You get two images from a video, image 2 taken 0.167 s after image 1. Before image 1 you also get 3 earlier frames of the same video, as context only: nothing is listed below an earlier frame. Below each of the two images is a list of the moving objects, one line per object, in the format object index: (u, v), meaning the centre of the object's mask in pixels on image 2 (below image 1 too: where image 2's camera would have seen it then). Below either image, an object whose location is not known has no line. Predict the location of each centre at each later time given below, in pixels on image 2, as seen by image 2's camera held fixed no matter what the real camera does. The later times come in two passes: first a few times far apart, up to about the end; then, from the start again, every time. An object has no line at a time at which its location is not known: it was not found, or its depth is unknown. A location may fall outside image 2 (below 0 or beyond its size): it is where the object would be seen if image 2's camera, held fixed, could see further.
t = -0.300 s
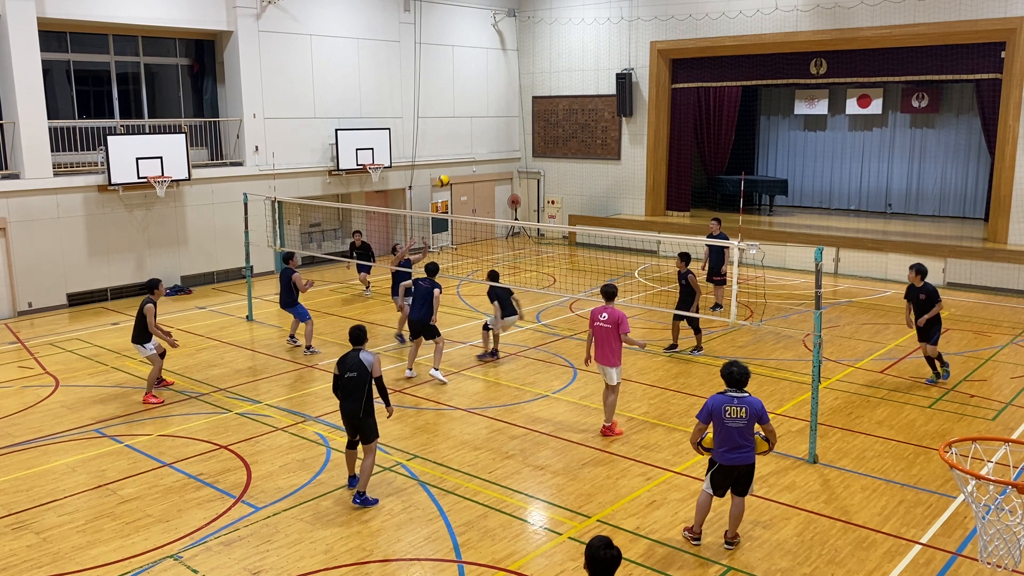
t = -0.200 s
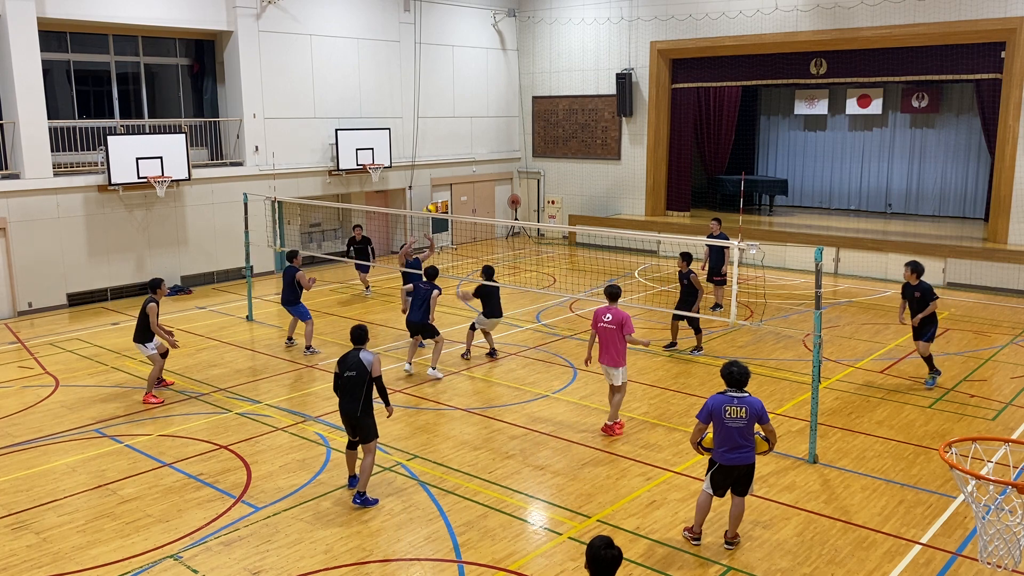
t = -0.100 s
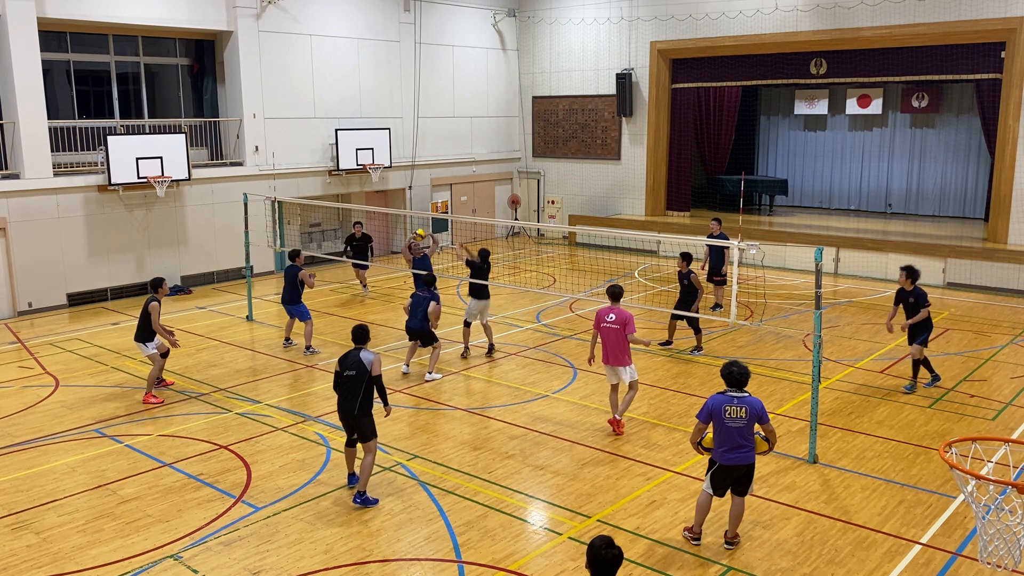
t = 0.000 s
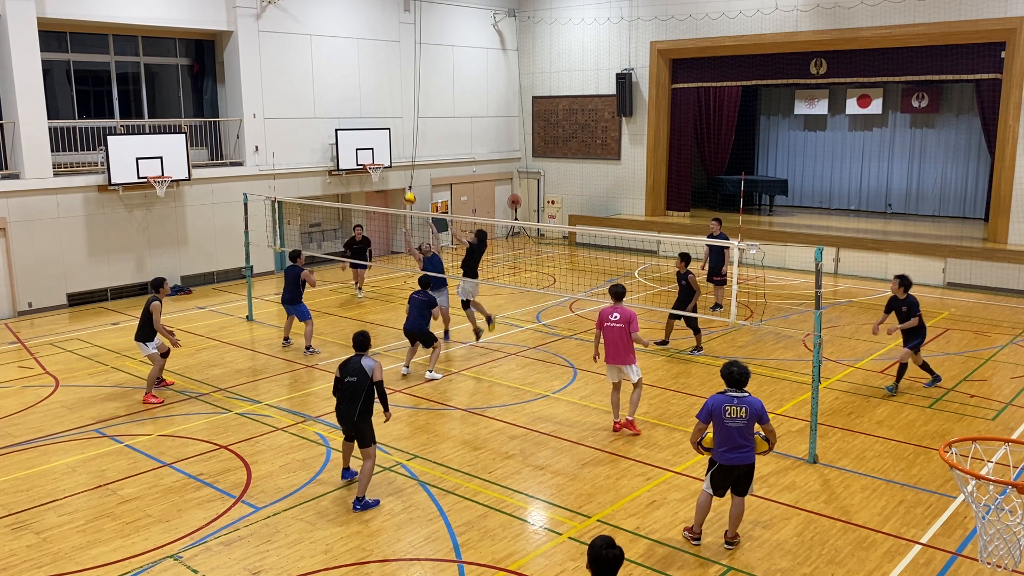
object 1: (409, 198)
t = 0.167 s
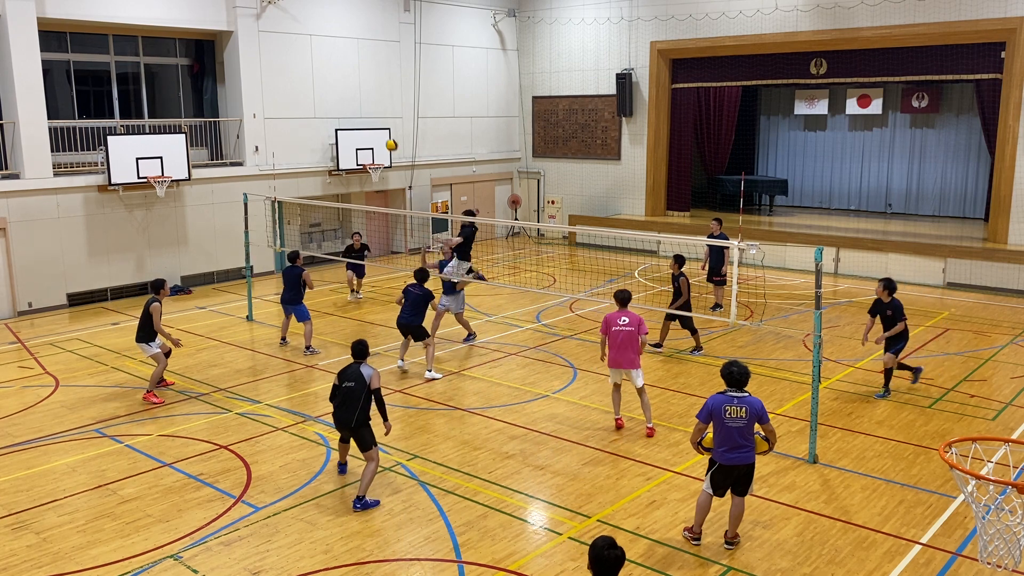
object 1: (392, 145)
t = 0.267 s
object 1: (382, 121)
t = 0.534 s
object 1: (359, 87)
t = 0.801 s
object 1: (339, 96)
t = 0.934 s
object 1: (330, 114)
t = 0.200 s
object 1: (388, 137)
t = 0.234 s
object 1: (385, 128)
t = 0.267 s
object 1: (382, 121)
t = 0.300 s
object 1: (379, 114)
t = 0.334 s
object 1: (376, 109)
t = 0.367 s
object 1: (373, 104)
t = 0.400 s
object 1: (370, 99)
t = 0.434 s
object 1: (367, 95)
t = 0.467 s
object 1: (365, 92)
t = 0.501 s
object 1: (362, 89)
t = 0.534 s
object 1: (359, 87)
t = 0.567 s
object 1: (356, 86)
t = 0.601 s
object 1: (354, 86)
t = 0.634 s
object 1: (351, 86)
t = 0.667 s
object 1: (348, 87)
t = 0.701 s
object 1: (346, 88)
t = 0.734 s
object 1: (343, 90)
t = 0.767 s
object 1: (341, 93)
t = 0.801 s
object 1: (339, 96)
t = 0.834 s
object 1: (337, 99)
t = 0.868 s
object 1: (334, 104)
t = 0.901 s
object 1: (332, 109)
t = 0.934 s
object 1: (330, 114)
